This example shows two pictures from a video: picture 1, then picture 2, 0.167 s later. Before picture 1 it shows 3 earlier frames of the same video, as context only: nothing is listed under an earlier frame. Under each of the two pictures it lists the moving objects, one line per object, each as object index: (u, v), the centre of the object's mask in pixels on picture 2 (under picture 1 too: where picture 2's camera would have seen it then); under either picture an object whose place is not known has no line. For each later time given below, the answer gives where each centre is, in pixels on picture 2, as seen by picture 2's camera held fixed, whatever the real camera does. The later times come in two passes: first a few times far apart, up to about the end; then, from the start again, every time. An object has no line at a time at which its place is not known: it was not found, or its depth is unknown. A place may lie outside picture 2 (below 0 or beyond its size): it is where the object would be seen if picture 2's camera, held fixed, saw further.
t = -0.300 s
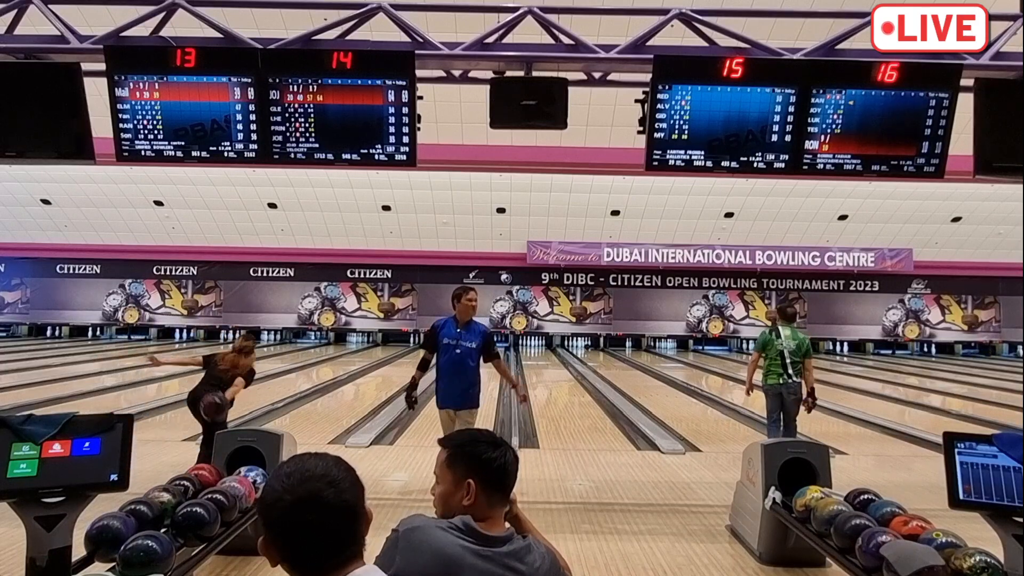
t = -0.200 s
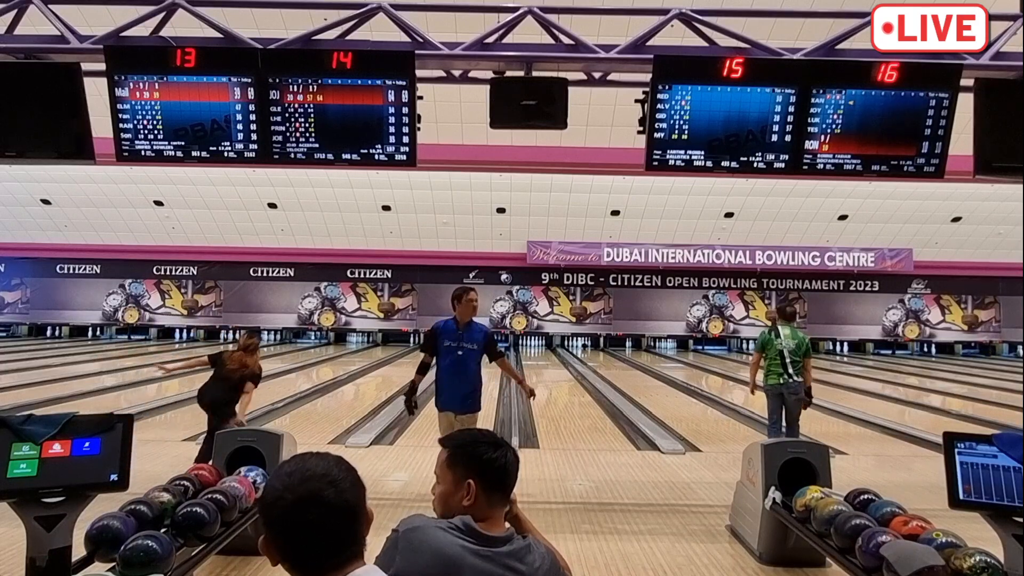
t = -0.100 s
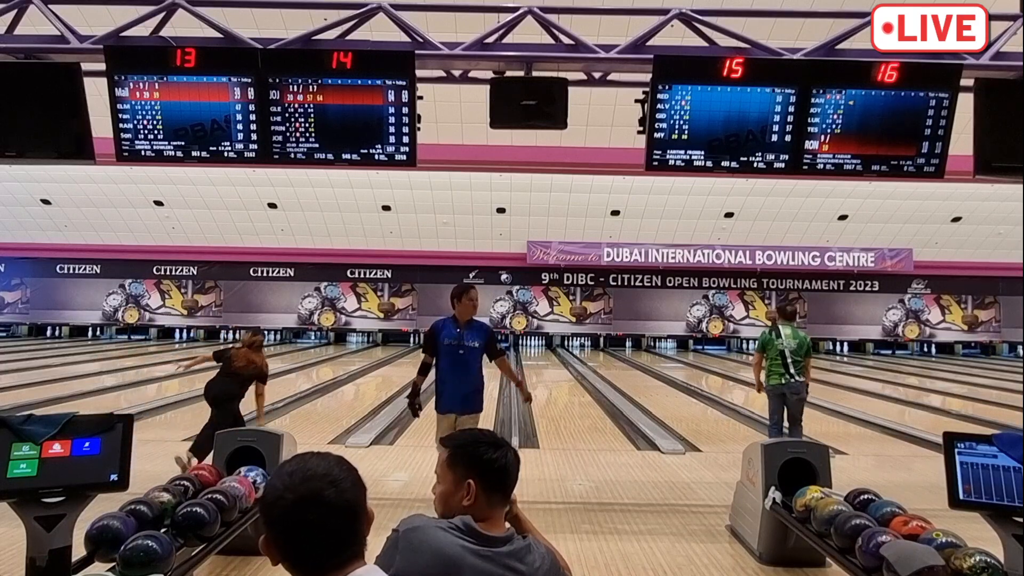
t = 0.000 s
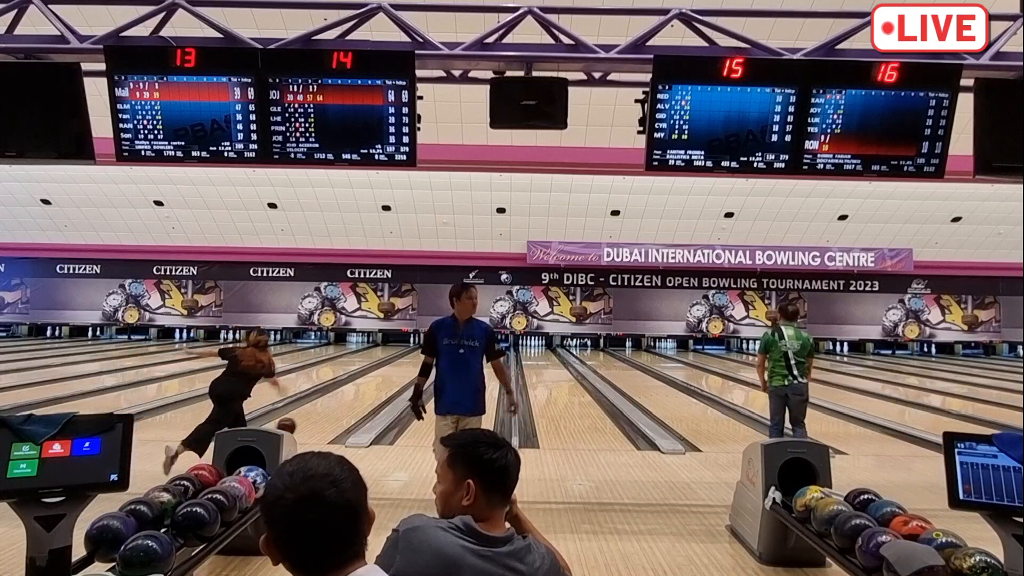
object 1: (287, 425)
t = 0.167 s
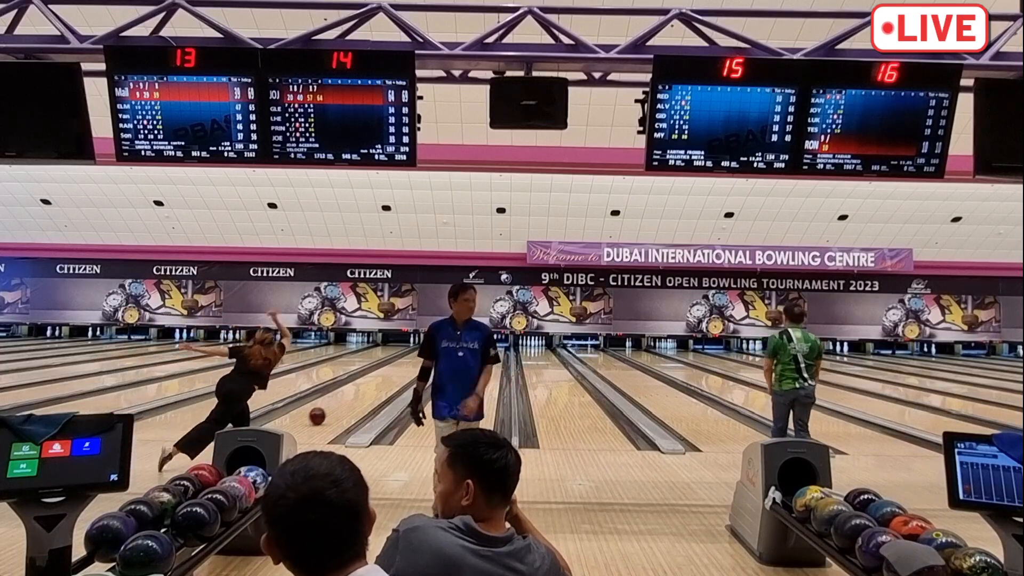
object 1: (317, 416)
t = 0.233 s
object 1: (327, 410)
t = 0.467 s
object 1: (355, 394)
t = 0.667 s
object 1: (372, 383)
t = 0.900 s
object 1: (388, 374)
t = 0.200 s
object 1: (322, 413)
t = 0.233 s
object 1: (327, 410)
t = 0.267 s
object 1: (332, 408)
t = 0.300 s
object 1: (336, 405)
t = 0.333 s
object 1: (340, 402)
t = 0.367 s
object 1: (344, 400)
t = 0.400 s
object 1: (348, 398)
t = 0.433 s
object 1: (351, 396)
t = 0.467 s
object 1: (355, 394)
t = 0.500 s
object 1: (358, 392)
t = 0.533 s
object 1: (361, 390)
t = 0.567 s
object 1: (364, 388)
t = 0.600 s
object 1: (367, 386)
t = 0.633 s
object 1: (369, 385)
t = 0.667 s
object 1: (372, 383)
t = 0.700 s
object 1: (375, 382)
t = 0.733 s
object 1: (377, 380)
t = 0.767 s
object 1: (379, 379)
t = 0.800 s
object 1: (381, 378)
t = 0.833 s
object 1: (384, 376)
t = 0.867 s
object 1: (386, 375)
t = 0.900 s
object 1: (388, 374)
